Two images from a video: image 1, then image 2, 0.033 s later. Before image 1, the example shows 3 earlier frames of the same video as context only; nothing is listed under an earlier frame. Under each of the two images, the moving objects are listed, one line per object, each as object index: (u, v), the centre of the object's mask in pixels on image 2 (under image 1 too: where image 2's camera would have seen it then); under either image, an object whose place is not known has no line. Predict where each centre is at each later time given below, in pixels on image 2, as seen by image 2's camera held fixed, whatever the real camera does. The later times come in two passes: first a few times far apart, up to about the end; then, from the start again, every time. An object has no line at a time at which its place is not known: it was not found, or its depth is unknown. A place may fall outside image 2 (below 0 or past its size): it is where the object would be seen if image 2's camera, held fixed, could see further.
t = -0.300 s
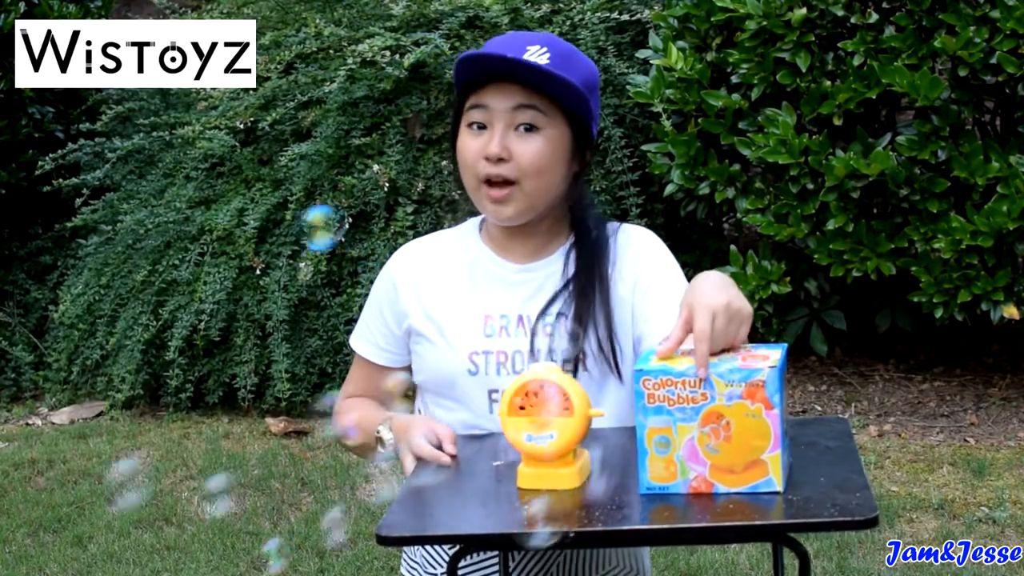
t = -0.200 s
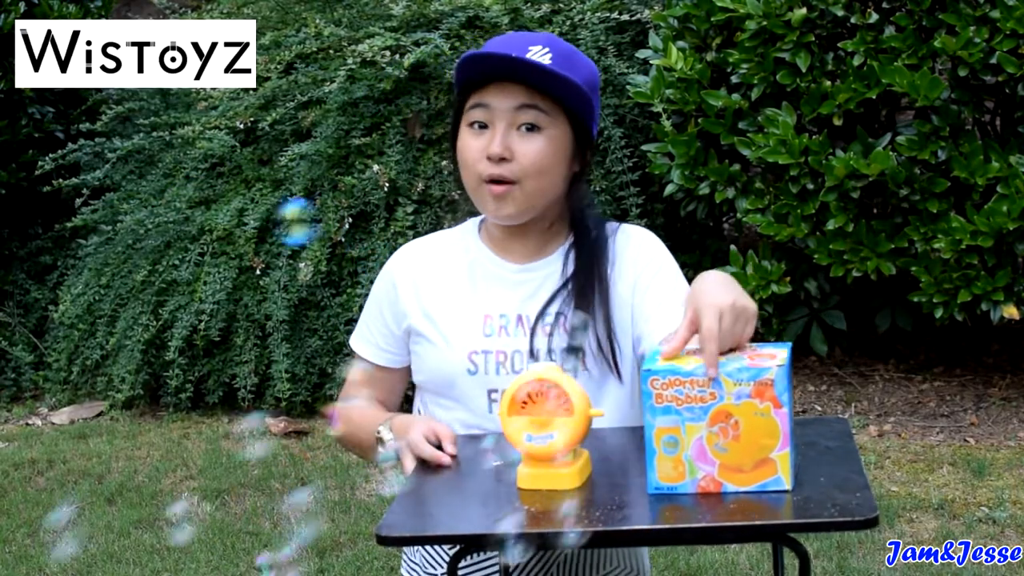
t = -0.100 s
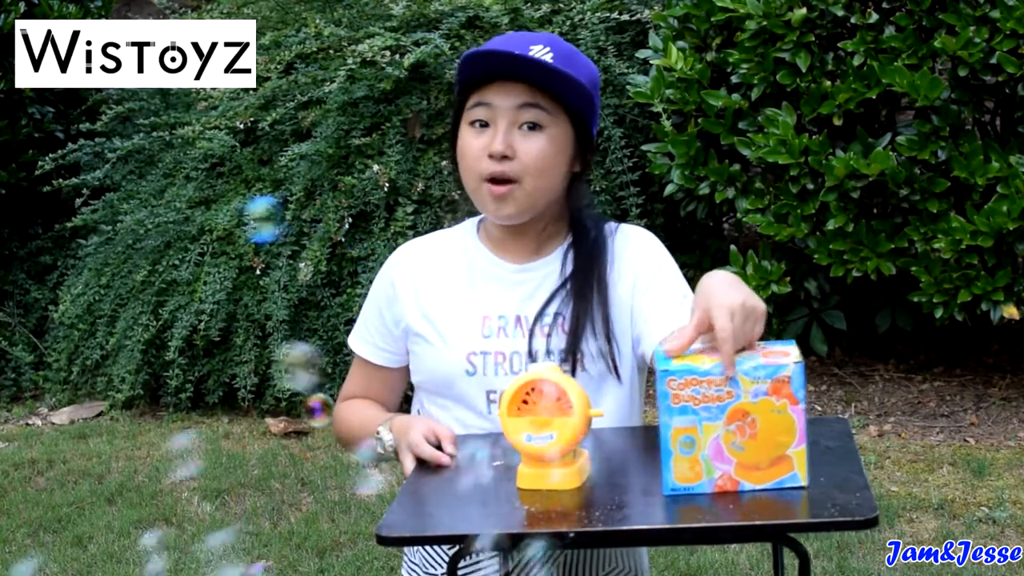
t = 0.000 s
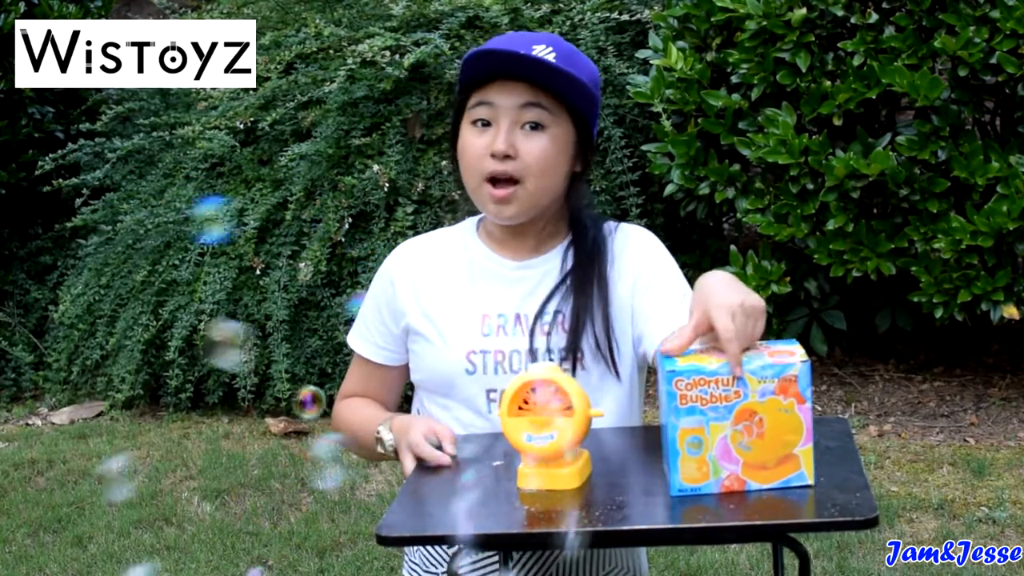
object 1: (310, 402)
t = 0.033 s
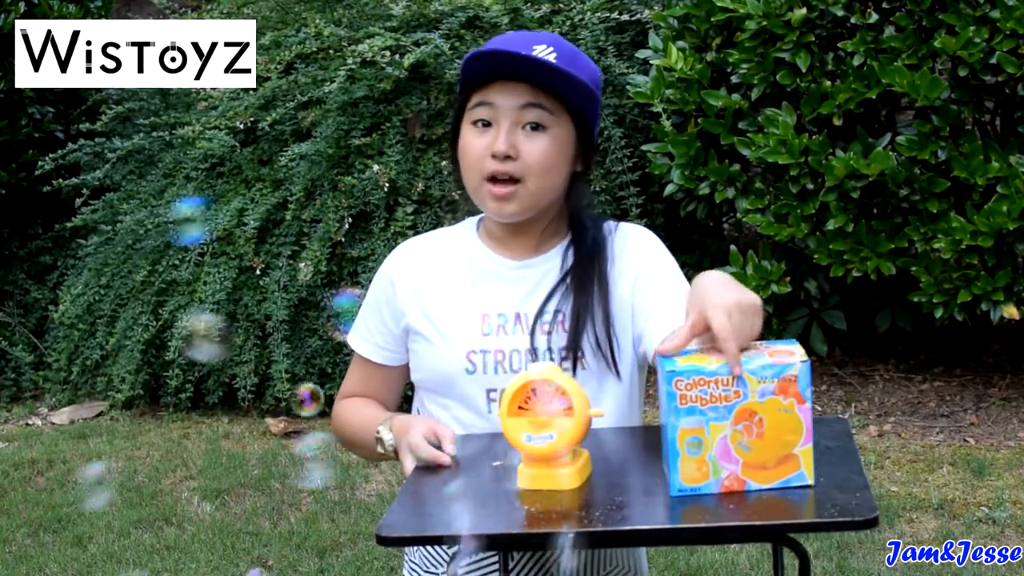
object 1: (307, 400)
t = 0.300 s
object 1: (295, 371)
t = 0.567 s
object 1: (272, 362)
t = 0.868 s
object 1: (255, 369)
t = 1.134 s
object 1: (231, 366)
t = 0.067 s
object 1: (306, 397)
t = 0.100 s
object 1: (305, 393)
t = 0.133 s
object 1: (304, 389)
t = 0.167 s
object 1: (304, 385)
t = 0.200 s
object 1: (303, 381)
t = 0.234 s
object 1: (299, 378)
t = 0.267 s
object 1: (297, 374)
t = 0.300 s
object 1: (295, 371)
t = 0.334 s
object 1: (293, 369)
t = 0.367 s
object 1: (290, 366)
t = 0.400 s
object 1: (286, 365)
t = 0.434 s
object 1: (283, 364)
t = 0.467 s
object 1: (280, 363)
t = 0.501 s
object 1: (278, 362)
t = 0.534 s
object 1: (275, 362)
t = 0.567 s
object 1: (272, 362)
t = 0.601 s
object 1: (270, 364)
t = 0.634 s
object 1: (269, 364)
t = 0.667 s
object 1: (267, 365)
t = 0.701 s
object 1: (265, 366)
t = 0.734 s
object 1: (264, 367)
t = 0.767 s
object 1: (262, 367)
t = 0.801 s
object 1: (260, 368)
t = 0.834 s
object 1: (259, 369)
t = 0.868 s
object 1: (255, 369)
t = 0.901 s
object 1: (253, 369)
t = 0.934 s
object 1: (251, 369)
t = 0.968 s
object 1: (249, 369)
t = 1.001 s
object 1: (246, 369)
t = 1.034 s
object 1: (241, 368)
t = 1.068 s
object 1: (238, 368)
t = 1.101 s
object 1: (234, 367)
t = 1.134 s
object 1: (231, 366)
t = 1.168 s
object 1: (227, 364)
